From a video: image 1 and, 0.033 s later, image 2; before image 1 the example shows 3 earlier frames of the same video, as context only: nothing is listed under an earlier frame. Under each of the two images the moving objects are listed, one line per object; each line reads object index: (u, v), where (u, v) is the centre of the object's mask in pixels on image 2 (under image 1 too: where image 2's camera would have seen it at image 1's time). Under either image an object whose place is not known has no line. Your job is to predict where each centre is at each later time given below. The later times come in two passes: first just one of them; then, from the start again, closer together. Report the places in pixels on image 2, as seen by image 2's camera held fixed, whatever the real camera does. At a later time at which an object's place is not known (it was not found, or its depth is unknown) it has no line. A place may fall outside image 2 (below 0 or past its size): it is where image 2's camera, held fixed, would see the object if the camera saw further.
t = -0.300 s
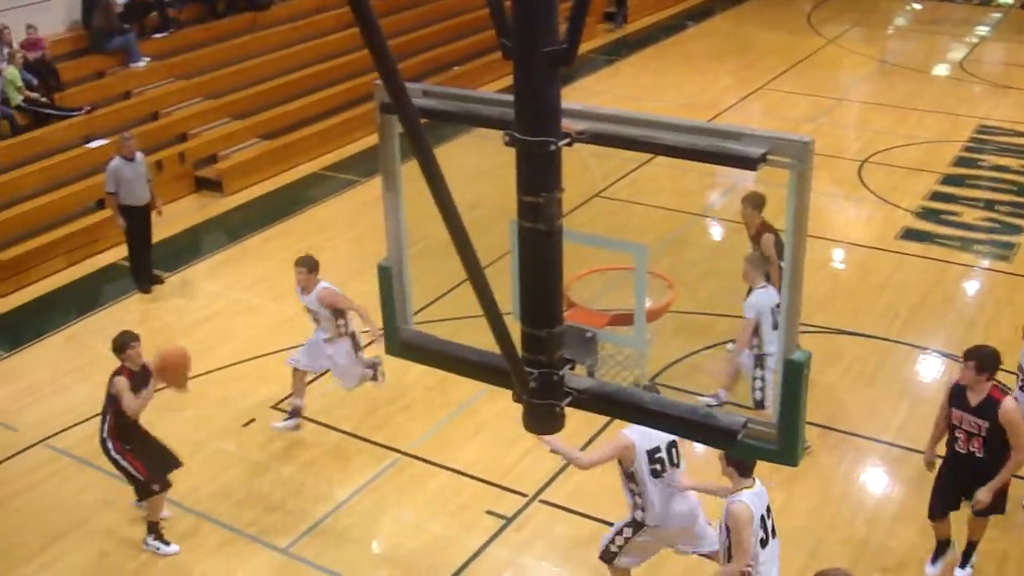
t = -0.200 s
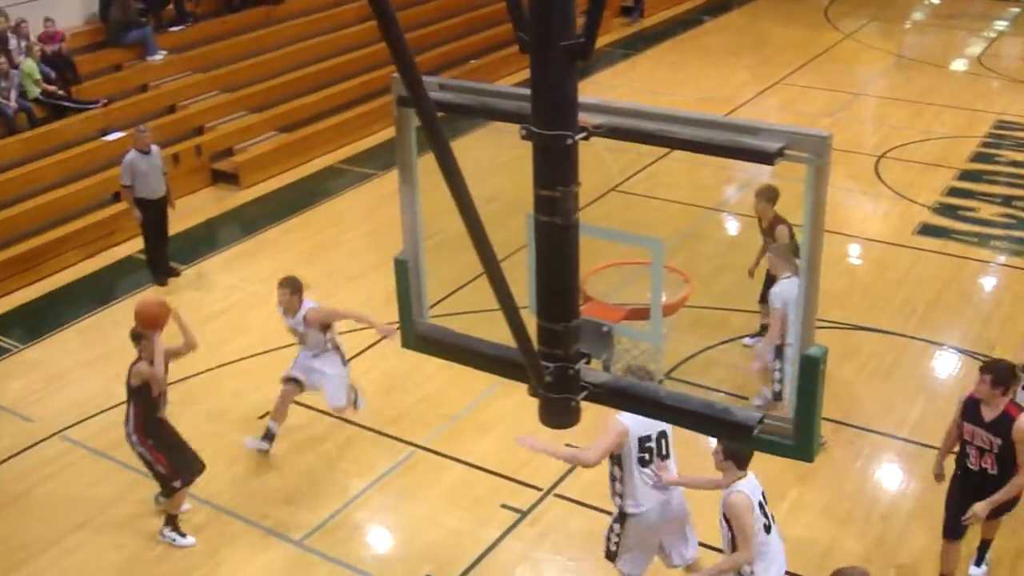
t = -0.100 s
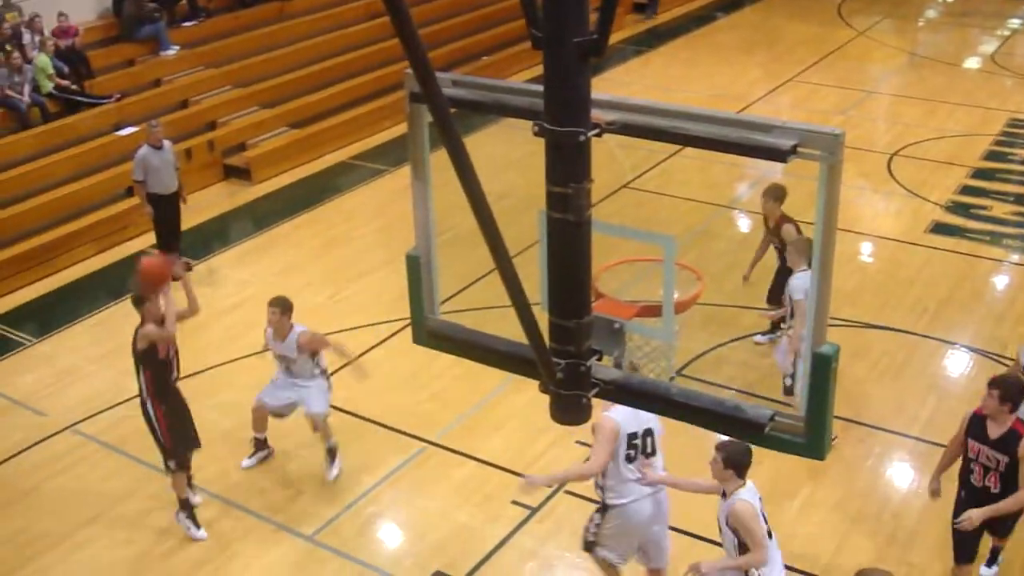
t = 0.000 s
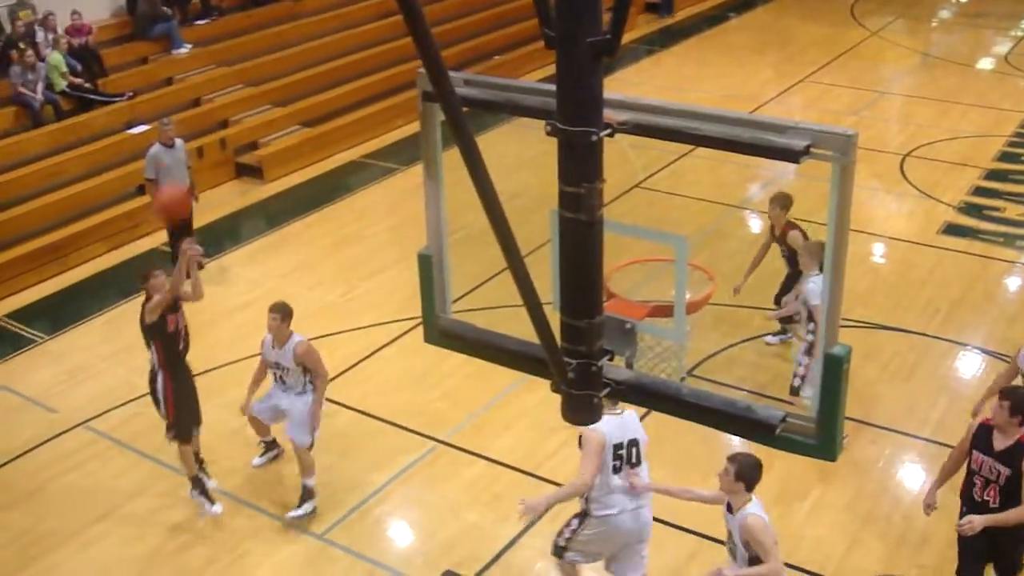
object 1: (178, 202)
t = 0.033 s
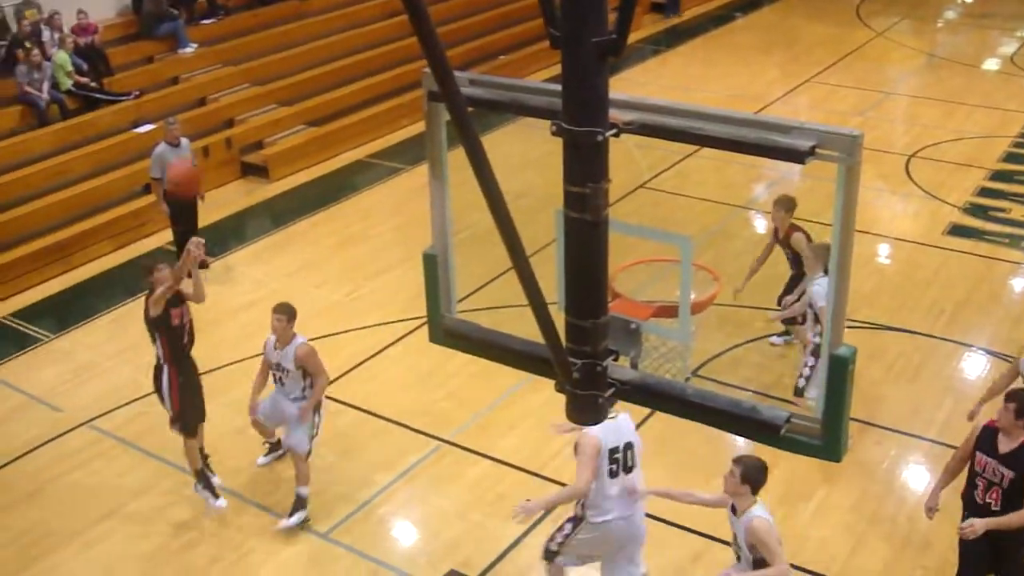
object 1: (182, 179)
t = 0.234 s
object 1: (228, 56)
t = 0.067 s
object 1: (187, 154)
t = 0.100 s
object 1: (196, 132)
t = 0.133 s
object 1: (203, 110)
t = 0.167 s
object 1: (212, 93)
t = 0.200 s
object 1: (220, 75)
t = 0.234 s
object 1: (228, 56)
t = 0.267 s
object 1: (238, 41)
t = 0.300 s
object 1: (248, 27)
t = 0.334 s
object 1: (259, 15)
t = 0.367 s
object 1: (270, 4)
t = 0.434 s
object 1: (295, -11)
